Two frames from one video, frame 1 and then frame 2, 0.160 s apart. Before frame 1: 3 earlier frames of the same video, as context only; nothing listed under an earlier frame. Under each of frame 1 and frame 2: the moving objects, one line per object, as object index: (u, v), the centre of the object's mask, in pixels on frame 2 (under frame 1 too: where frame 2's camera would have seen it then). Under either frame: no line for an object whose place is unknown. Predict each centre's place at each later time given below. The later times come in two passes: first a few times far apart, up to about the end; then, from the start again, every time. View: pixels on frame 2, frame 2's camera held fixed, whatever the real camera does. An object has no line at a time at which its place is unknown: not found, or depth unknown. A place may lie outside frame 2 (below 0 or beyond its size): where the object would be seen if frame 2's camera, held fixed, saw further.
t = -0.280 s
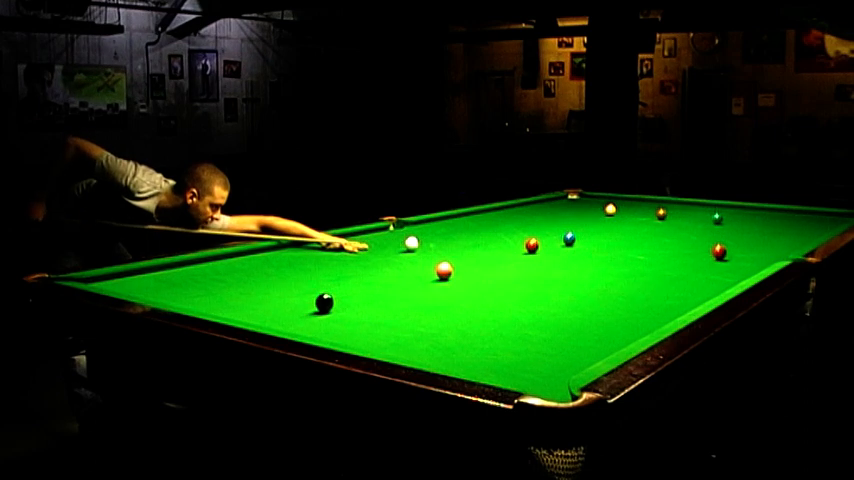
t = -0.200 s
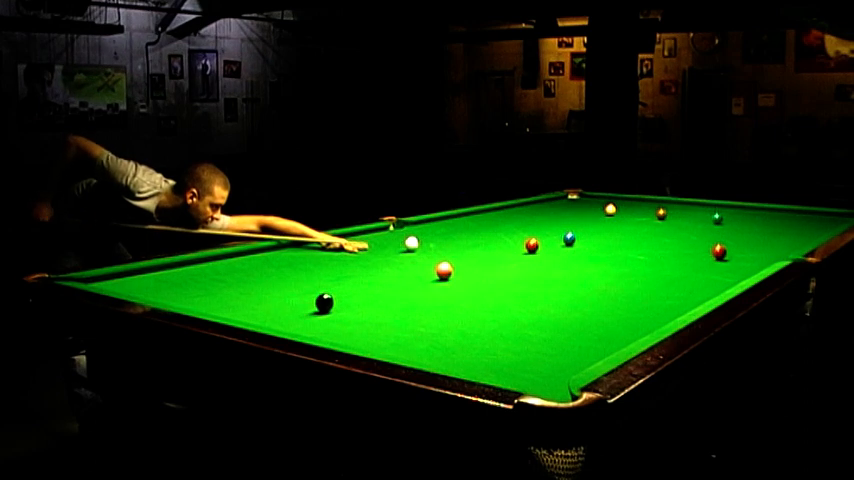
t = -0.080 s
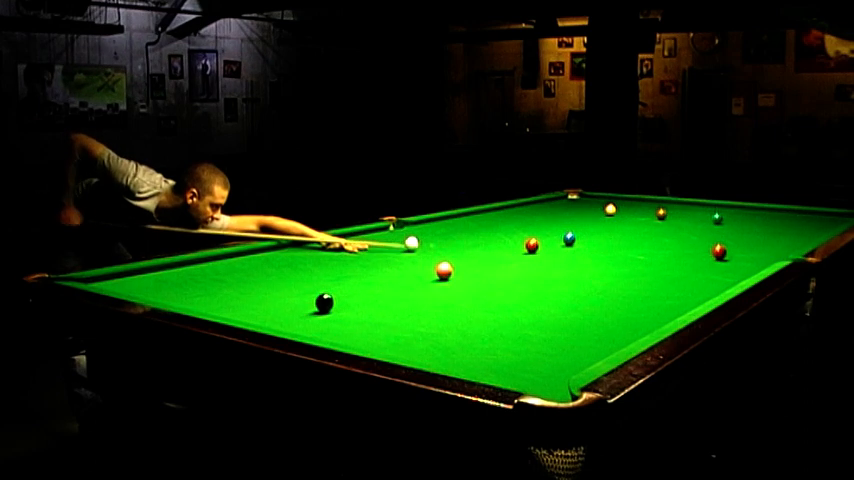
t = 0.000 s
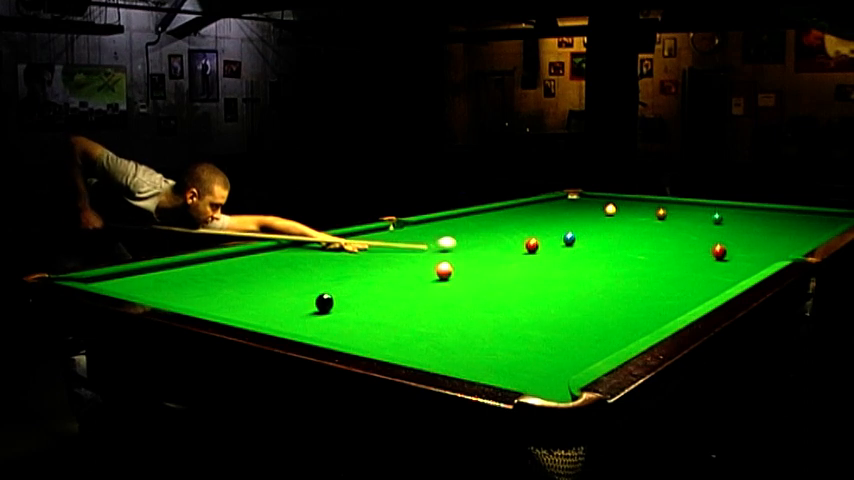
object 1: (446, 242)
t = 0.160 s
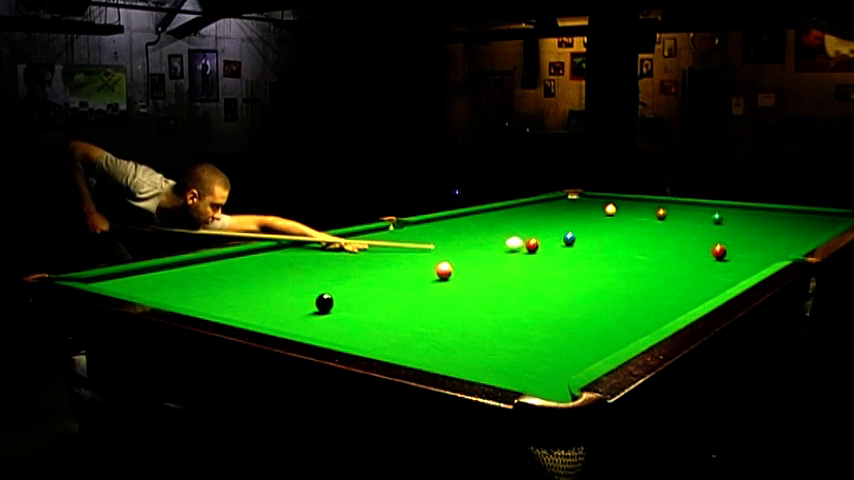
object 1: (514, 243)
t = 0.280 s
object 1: (524, 242)
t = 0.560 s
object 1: (535, 238)
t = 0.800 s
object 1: (543, 235)
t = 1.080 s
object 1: (552, 233)
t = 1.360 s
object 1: (559, 230)
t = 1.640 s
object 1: (566, 228)
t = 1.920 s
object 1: (572, 226)
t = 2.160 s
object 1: (577, 225)
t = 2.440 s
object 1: (582, 224)
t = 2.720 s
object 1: (586, 223)
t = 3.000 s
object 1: (590, 222)
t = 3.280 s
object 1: (593, 221)
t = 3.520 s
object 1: (594, 221)
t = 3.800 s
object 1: (595, 220)
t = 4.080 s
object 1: (596, 220)
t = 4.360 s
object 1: (596, 220)
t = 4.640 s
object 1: (596, 220)
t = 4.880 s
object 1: (596, 220)
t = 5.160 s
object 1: (596, 220)
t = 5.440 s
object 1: (596, 220)
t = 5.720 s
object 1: (596, 220)
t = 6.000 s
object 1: (596, 219)
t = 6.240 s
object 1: (596, 220)
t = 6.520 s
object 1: (596, 220)
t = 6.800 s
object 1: (596, 220)
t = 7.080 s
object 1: (596, 220)
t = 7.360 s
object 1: (596, 220)
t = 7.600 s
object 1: (596, 220)
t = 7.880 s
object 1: (596, 220)
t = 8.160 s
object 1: (596, 219)
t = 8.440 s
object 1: (596, 220)
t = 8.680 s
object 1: (596, 220)
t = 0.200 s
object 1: (521, 243)
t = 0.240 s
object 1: (522, 242)
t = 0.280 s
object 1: (524, 242)
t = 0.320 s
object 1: (525, 241)
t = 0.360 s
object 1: (527, 240)
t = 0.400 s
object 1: (529, 240)
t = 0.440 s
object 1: (530, 239)
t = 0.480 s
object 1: (532, 239)
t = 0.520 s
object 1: (533, 239)
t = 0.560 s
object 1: (535, 238)
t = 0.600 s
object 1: (536, 238)
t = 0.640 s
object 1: (538, 237)
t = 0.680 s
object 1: (539, 236)
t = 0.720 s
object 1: (540, 236)
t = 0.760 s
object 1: (542, 236)
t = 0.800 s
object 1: (543, 235)
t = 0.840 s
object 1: (544, 235)
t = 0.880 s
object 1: (545, 235)
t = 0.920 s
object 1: (547, 234)
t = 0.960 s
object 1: (548, 234)
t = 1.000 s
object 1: (549, 233)
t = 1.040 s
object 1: (550, 233)
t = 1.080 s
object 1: (552, 233)
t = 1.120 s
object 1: (552, 232)
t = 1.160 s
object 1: (554, 232)
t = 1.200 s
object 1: (555, 231)
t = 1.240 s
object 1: (556, 231)
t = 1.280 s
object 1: (557, 231)
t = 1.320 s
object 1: (558, 231)
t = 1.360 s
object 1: (559, 230)
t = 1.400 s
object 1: (560, 230)
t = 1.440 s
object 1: (561, 230)
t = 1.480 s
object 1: (562, 229)
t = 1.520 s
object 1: (563, 229)
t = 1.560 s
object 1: (564, 228)
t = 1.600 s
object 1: (565, 228)
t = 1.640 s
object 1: (566, 228)
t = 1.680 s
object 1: (567, 228)
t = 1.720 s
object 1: (568, 227)
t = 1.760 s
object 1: (569, 227)
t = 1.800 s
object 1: (570, 227)
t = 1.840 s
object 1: (571, 226)
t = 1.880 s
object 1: (572, 226)
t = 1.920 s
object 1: (572, 226)
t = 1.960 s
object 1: (573, 226)
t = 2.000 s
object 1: (574, 226)
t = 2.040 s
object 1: (575, 226)
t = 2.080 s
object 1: (576, 225)
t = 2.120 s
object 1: (577, 225)
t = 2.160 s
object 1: (577, 225)
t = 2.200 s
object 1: (578, 225)
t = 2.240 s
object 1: (579, 225)
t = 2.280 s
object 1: (579, 225)
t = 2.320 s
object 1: (580, 224)
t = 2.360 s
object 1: (581, 224)
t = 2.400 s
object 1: (582, 224)
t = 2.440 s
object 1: (582, 224)
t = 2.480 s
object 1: (583, 224)
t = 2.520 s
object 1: (583, 224)
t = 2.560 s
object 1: (584, 223)
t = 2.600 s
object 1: (585, 223)
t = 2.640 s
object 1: (585, 223)
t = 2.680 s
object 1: (586, 223)
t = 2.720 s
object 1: (586, 223)
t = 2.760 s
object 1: (587, 223)
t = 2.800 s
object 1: (587, 223)
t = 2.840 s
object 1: (588, 222)
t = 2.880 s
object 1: (588, 222)
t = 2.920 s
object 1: (589, 222)
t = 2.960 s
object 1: (590, 222)
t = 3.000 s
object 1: (590, 222)
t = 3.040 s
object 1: (590, 222)
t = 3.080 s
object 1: (591, 222)
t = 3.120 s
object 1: (591, 221)
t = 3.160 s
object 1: (592, 222)
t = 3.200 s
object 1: (592, 221)
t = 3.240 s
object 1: (592, 221)
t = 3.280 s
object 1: (593, 221)
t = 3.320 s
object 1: (593, 221)
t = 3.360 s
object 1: (593, 221)
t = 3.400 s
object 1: (593, 221)
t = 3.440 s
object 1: (594, 221)
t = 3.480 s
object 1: (594, 221)
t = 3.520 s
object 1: (594, 221)
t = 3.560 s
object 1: (594, 221)
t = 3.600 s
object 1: (594, 220)
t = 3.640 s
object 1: (595, 220)
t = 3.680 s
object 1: (595, 220)
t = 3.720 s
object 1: (595, 220)
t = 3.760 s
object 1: (595, 220)
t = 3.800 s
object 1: (595, 220)
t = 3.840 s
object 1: (595, 220)
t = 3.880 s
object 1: (596, 220)
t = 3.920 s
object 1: (595, 220)
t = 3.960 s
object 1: (596, 220)
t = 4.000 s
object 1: (596, 220)
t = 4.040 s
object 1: (596, 220)
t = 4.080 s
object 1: (596, 220)
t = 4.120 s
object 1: (596, 220)
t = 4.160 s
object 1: (596, 220)
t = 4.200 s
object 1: (596, 220)
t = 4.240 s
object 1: (596, 220)
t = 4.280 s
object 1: (596, 220)
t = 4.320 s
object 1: (596, 220)
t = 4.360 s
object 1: (596, 220)
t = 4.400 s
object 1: (596, 220)
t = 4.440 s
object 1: (596, 220)
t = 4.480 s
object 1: (596, 220)
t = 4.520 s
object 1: (596, 220)
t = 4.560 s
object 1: (596, 220)
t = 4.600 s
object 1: (596, 220)
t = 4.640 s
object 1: (596, 220)
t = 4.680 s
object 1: (596, 220)
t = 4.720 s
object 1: (596, 220)
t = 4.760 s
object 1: (596, 220)
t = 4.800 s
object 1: (596, 220)
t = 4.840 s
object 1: (596, 220)
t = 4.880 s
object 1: (596, 220)
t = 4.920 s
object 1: (596, 220)
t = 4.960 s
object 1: (596, 220)
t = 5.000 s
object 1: (596, 220)
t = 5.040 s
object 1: (596, 220)
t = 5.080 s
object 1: (596, 220)
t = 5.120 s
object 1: (596, 220)
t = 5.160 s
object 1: (596, 220)
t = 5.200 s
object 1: (596, 220)
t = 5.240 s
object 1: (596, 220)
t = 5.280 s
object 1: (596, 220)
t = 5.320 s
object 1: (596, 220)
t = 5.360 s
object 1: (596, 220)
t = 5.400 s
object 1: (596, 220)
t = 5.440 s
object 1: (596, 220)
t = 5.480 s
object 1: (596, 220)
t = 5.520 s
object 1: (596, 220)
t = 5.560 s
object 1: (596, 220)
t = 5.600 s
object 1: (596, 220)
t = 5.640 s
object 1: (596, 220)
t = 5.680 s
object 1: (596, 220)
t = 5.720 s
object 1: (596, 220)
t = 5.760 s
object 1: (596, 220)
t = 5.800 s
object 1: (596, 220)
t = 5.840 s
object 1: (596, 220)
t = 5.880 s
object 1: (596, 220)
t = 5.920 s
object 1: (596, 220)
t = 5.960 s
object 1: (596, 220)
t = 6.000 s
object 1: (596, 219)
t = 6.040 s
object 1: (596, 219)
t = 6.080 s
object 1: (596, 219)
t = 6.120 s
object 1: (596, 220)
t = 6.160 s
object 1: (596, 219)
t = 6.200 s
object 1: (596, 220)
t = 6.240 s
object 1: (596, 220)
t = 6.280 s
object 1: (596, 219)
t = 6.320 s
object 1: (596, 220)
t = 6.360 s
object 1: (596, 220)
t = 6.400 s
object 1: (596, 220)
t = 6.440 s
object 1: (596, 220)
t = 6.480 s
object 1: (596, 220)
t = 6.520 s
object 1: (596, 220)
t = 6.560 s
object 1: (596, 220)
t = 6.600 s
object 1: (596, 220)
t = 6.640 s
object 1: (596, 220)
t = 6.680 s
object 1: (596, 220)
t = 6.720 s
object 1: (596, 220)
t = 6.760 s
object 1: (596, 220)
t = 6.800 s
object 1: (596, 220)
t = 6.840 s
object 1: (596, 220)
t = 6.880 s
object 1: (596, 219)
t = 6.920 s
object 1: (596, 220)
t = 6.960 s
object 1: (596, 220)
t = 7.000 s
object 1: (596, 220)
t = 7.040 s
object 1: (596, 220)
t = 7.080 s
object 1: (596, 220)
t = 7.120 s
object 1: (596, 220)
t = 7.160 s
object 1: (596, 220)
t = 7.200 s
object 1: (596, 220)
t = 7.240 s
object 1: (596, 220)
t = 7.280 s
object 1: (596, 220)
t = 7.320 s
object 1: (596, 220)
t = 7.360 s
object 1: (596, 220)
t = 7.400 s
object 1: (596, 220)
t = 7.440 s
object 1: (596, 220)
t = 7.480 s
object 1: (596, 220)
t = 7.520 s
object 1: (596, 220)
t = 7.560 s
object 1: (596, 220)
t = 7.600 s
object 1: (596, 220)
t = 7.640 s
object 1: (596, 220)
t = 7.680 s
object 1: (596, 220)
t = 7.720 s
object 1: (596, 220)
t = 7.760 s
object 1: (596, 220)
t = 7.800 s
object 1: (596, 220)
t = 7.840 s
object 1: (596, 220)
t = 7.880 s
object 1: (596, 220)
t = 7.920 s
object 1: (596, 220)
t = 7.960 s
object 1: (596, 220)
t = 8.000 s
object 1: (596, 220)
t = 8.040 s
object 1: (596, 219)
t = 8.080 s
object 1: (596, 219)
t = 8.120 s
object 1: (596, 219)
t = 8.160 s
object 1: (596, 219)
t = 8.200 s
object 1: (596, 219)
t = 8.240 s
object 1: (596, 219)
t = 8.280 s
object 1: (596, 219)
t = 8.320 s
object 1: (596, 219)
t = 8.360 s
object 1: (596, 219)
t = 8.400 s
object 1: (596, 219)
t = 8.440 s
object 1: (596, 220)
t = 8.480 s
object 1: (596, 220)
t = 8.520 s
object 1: (596, 220)
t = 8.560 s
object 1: (596, 219)
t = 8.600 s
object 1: (596, 220)
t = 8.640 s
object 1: (596, 220)
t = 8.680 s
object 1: (596, 220)
